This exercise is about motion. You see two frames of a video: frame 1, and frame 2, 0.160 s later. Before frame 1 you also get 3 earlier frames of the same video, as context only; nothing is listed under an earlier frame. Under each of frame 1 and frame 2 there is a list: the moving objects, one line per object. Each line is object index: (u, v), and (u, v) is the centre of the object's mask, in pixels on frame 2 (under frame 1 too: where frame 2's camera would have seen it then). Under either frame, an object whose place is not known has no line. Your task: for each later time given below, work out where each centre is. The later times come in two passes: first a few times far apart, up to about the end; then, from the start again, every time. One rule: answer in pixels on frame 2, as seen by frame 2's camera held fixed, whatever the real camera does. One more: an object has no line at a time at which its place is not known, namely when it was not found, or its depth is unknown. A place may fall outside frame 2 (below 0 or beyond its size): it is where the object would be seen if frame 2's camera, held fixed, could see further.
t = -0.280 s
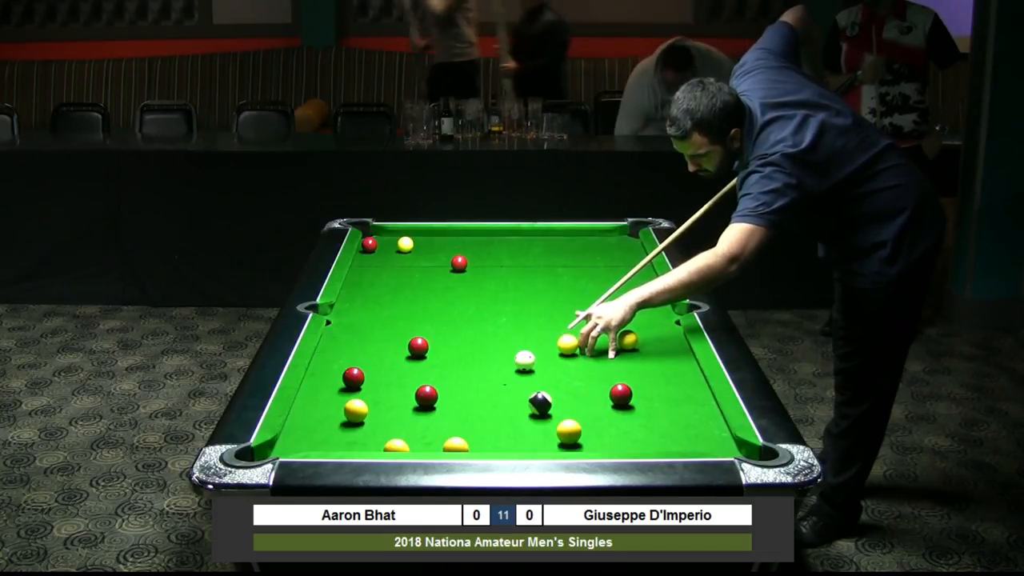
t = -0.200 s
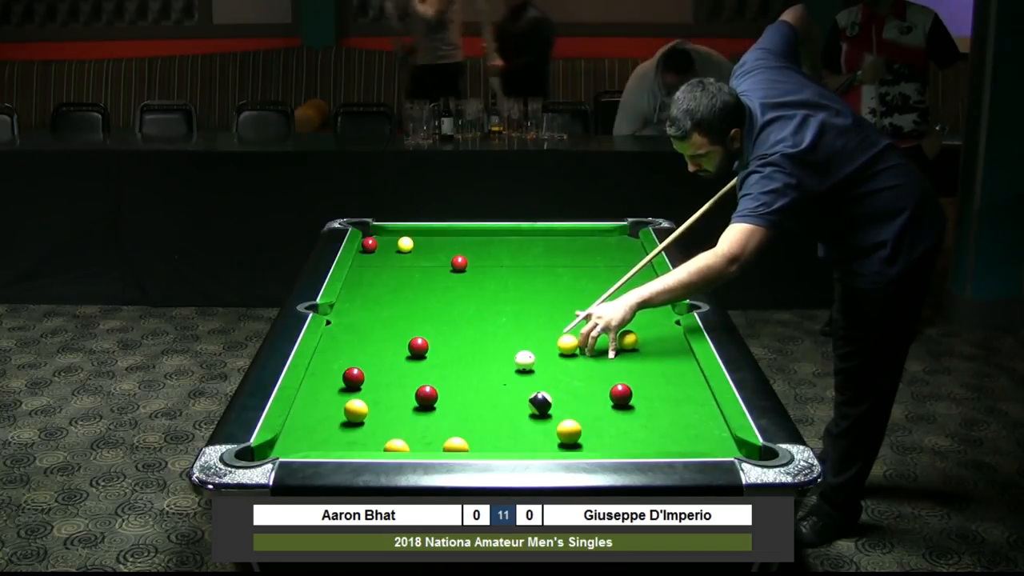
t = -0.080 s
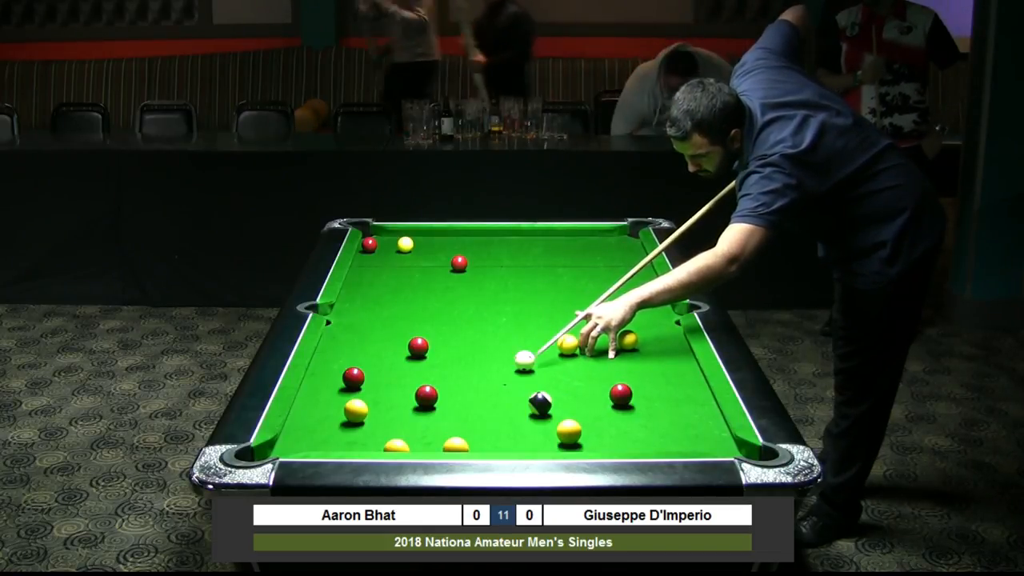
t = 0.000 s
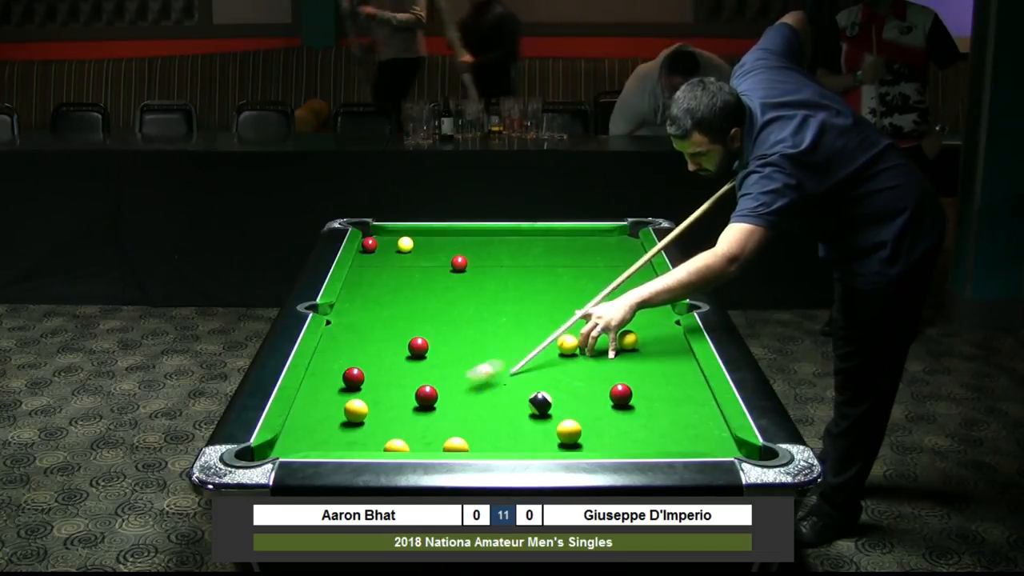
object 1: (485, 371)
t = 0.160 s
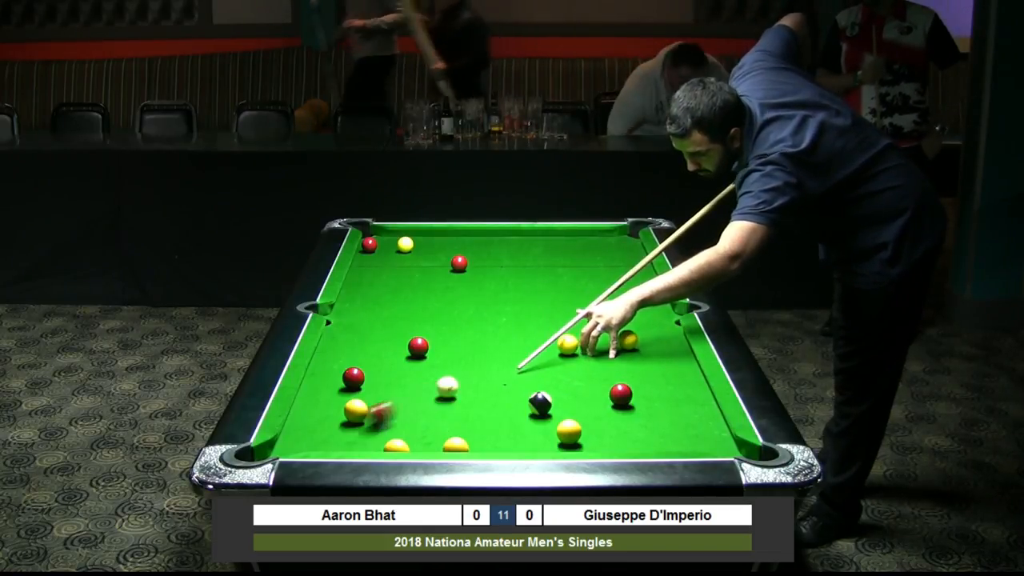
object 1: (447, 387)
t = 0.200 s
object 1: (449, 385)
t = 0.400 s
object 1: (460, 378)
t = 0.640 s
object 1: (472, 370)
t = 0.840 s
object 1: (480, 364)
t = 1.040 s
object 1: (487, 359)
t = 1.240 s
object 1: (493, 355)
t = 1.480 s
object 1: (500, 351)
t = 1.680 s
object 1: (504, 348)
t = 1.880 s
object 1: (508, 345)
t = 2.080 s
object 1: (511, 343)
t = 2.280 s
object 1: (513, 342)
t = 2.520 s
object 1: (515, 341)
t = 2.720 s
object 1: (516, 341)
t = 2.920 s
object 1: (516, 341)
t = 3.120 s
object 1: (516, 341)
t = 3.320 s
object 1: (516, 341)
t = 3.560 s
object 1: (516, 341)
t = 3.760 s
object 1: (516, 341)
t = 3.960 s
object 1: (516, 341)
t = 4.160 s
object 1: (516, 341)
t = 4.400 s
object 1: (516, 341)
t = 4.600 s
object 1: (516, 341)
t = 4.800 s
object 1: (516, 341)
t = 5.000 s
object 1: (516, 341)
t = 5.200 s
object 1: (516, 341)
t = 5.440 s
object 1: (516, 341)
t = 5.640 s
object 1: (516, 341)
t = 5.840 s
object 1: (516, 341)
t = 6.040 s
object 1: (516, 341)
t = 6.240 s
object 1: (516, 341)
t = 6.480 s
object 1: (516, 341)
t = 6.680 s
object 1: (516, 341)
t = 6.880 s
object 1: (516, 341)
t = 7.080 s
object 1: (516, 341)
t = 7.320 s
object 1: (516, 341)
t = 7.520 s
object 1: (516, 341)
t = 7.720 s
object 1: (516, 341)
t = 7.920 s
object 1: (516, 341)
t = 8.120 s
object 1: (516, 341)
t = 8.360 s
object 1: (516, 341)
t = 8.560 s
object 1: (516, 341)
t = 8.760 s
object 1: (516, 341)
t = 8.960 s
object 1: (516, 341)
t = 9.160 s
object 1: (516, 341)
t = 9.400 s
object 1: (516, 341)
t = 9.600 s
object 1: (516, 341)
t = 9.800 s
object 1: (516, 341)
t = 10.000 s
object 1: (516, 341)
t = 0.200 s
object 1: (449, 385)
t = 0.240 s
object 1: (452, 384)
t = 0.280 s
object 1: (454, 382)
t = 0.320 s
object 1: (456, 381)
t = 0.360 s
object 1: (458, 379)
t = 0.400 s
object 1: (460, 378)
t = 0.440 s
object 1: (462, 376)
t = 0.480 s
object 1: (464, 375)
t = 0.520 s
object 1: (466, 374)
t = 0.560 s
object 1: (468, 373)
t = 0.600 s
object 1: (470, 371)
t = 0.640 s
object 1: (472, 370)
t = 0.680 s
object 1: (474, 369)
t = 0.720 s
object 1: (475, 368)
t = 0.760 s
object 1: (477, 367)
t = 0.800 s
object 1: (478, 366)
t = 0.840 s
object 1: (480, 364)
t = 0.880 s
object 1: (482, 363)
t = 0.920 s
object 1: (483, 362)
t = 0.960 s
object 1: (484, 361)
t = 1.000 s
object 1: (486, 360)
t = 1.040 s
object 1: (487, 359)
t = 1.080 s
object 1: (488, 358)
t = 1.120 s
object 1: (490, 357)
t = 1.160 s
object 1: (491, 357)
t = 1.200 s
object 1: (492, 356)
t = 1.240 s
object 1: (493, 355)
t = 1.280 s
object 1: (495, 354)
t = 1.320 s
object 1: (495, 354)
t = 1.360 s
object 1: (496, 353)
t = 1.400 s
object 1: (498, 352)
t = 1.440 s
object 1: (498, 351)
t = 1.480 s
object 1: (500, 351)
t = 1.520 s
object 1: (501, 350)
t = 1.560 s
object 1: (501, 349)
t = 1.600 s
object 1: (502, 349)
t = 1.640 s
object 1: (503, 348)
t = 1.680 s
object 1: (504, 348)
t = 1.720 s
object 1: (505, 347)
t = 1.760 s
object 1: (505, 347)
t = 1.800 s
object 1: (506, 346)
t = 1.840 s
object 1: (507, 346)
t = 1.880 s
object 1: (508, 345)
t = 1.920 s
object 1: (508, 345)
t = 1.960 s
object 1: (509, 344)
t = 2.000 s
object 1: (510, 344)
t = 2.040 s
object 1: (510, 344)
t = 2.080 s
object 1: (511, 343)
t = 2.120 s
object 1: (511, 343)
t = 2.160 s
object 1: (512, 343)
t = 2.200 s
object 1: (512, 342)
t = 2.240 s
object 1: (513, 342)
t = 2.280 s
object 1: (513, 342)
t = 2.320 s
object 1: (514, 342)
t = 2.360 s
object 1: (514, 342)
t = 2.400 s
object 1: (514, 341)
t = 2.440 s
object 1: (515, 341)
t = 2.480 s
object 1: (515, 341)
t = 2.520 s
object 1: (515, 341)
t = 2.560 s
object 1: (515, 341)
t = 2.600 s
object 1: (515, 341)
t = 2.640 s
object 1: (516, 341)
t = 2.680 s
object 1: (516, 341)
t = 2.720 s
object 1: (516, 341)
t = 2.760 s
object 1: (516, 341)
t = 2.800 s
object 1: (516, 341)
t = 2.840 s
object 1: (516, 341)
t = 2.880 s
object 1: (516, 341)
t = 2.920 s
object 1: (516, 341)
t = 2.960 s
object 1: (516, 341)
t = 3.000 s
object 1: (516, 341)
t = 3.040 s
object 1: (516, 341)
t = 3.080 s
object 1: (516, 341)
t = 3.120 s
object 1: (516, 341)
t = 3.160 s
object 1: (516, 341)
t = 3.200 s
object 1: (516, 341)
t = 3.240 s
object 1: (516, 341)
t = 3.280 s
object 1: (516, 341)
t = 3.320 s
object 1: (516, 341)
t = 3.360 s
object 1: (516, 341)
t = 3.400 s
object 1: (516, 341)
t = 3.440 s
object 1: (516, 341)
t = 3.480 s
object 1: (516, 341)
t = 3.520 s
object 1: (516, 341)
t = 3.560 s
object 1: (516, 341)
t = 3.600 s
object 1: (516, 341)
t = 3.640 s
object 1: (516, 341)
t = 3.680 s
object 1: (516, 341)
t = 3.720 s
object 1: (516, 341)
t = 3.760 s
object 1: (516, 341)
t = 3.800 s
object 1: (516, 341)
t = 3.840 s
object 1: (516, 341)
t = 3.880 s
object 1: (516, 341)
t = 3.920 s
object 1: (516, 341)
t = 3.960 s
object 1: (516, 341)
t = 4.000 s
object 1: (516, 341)
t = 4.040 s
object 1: (516, 341)
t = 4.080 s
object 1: (516, 341)
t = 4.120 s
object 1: (516, 341)
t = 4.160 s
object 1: (516, 341)
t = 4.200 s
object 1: (516, 341)
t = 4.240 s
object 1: (516, 341)
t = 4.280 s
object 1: (516, 341)
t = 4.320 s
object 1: (516, 341)
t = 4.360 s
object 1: (516, 341)
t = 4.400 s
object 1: (516, 341)
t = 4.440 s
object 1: (516, 341)
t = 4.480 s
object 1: (516, 341)
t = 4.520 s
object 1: (516, 341)
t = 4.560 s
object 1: (516, 341)
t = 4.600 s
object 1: (516, 341)
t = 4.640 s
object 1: (516, 341)
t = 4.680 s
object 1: (516, 341)
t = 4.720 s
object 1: (516, 341)
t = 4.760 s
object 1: (516, 341)
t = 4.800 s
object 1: (516, 341)
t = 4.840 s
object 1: (516, 341)
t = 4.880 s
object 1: (516, 341)
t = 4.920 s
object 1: (516, 341)
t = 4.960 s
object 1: (516, 341)
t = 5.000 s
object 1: (516, 341)
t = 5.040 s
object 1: (516, 341)
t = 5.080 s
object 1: (516, 341)
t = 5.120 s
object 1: (516, 341)
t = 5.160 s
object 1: (516, 341)
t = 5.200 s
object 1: (516, 341)
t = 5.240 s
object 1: (516, 341)
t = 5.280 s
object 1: (516, 341)
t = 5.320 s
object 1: (516, 341)
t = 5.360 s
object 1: (516, 341)
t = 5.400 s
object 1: (516, 341)
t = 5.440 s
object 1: (516, 341)
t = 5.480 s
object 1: (516, 341)
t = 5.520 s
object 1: (516, 341)
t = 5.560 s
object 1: (516, 341)
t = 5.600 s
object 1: (516, 341)
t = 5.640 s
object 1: (516, 341)
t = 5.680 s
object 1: (516, 341)
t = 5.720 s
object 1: (516, 341)
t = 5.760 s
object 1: (516, 341)
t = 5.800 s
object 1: (516, 341)
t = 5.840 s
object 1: (516, 341)
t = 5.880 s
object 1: (516, 341)
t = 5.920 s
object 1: (516, 341)
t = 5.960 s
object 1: (516, 341)
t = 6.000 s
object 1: (516, 341)
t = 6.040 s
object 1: (516, 341)
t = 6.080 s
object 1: (516, 341)
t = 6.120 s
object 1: (516, 341)
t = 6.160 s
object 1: (516, 341)
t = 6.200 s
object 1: (516, 341)
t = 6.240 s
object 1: (516, 341)
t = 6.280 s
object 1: (516, 341)
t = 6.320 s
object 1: (516, 341)
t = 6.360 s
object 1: (516, 341)
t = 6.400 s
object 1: (516, 341)
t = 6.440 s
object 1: (516, 341)
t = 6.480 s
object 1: (516, 341)
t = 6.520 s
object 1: (516, 341)
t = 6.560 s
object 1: (516, 341)
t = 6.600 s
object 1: (516, 341)
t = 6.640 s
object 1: (516, 341)
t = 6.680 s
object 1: (516, 341)
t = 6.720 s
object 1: (516, 341)
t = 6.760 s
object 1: (516, 341)
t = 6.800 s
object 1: (516, 341)
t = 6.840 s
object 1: (516, 341)
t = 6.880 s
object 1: (516, 341)
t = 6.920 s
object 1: (516, 341)
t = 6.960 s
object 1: (516, 341)
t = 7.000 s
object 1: (516, 341)
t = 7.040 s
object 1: (516, 341)
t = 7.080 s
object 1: (516, 341)
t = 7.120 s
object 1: (516, 341)
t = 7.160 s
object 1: (516, 341)
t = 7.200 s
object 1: (516, 341)
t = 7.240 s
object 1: (516, 341)
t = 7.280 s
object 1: (516, 341)
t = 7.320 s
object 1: (516, 341)
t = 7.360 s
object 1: (516, 341)
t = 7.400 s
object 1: (516, 341)
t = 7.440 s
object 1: (516, 341)
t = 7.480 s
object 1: (516, 341)
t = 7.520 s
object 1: (516, 341)
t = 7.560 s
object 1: (516, 341)
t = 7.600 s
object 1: (516, 341)
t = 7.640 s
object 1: (516, 341)
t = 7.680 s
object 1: (516, 341)
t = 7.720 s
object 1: (516, 341)
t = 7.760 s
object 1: (516, 341)
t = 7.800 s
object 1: (516, 341)
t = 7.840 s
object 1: (516, 341)
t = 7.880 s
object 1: (516, 341)
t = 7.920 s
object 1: (516, 341)
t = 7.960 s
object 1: (516, 341)
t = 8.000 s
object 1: (516, 341)
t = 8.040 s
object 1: (516, 341)
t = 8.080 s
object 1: (516, 341)
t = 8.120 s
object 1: (516, 341)
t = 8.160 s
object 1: (516, 341)
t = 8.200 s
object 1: (516, 341)
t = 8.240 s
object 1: (516, 341)
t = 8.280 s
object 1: (516, 341)
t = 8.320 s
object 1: (516, 341)
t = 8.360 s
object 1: (516, 341)
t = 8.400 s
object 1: (516, 341)
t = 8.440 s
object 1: (516, 341)
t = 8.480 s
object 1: (516, 341)
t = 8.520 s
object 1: (516, 341)
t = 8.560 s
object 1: (516, 341)
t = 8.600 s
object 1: (516, 341)
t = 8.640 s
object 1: (516, 341)
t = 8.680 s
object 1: (516, 341)
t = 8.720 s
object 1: (516, 341)
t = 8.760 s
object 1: (516, 341)
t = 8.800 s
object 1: (516, 341)
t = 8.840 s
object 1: (516, 341)
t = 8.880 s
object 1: (516, 341)
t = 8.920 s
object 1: (516, 341)
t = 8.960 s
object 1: (516, 341)
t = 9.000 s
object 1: (516, 341)
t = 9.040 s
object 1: (516, 341)
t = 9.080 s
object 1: (516, 341)
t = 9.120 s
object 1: (516, 341)
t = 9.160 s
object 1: (516, 341)
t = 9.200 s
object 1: (516, 341)
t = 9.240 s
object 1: (516, 341)
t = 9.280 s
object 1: (516, 341)
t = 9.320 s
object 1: (516, 341)
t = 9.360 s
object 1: (516, 341)
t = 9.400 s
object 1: (516, 341)
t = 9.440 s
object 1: (516, 341)
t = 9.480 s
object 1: (516, 341)
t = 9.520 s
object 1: (516, 341)
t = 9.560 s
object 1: (516, 341)
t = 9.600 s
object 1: (516, 341)
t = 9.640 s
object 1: (516, 341)
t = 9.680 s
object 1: (516, 341)
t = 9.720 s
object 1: (516, 341)
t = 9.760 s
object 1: (516, 341)
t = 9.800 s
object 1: (516, 341)
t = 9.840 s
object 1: (516, 341)
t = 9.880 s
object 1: (516, 341)
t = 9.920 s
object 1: (516, 341)
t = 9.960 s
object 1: (516, 341)
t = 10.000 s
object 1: (516, 341)
